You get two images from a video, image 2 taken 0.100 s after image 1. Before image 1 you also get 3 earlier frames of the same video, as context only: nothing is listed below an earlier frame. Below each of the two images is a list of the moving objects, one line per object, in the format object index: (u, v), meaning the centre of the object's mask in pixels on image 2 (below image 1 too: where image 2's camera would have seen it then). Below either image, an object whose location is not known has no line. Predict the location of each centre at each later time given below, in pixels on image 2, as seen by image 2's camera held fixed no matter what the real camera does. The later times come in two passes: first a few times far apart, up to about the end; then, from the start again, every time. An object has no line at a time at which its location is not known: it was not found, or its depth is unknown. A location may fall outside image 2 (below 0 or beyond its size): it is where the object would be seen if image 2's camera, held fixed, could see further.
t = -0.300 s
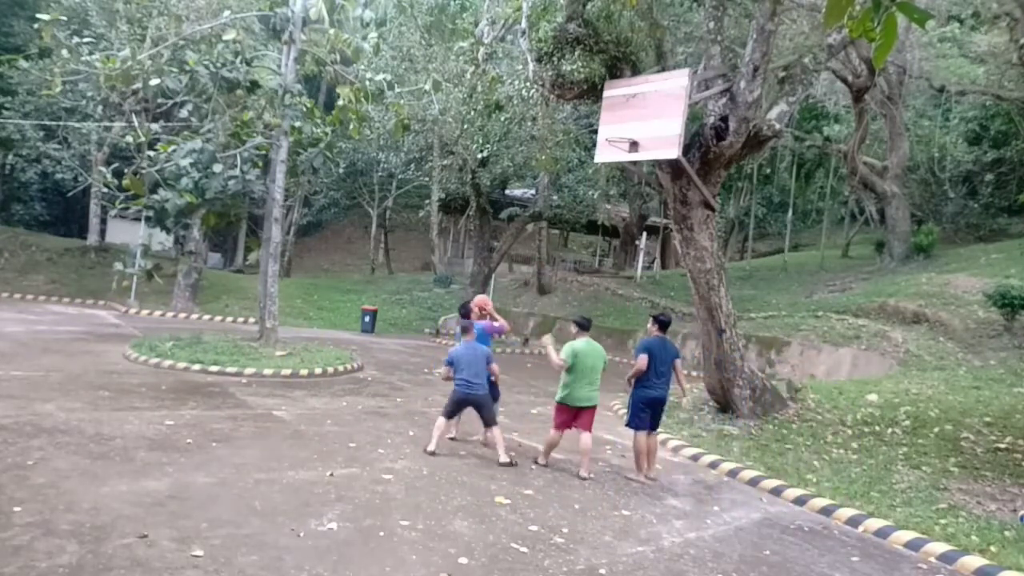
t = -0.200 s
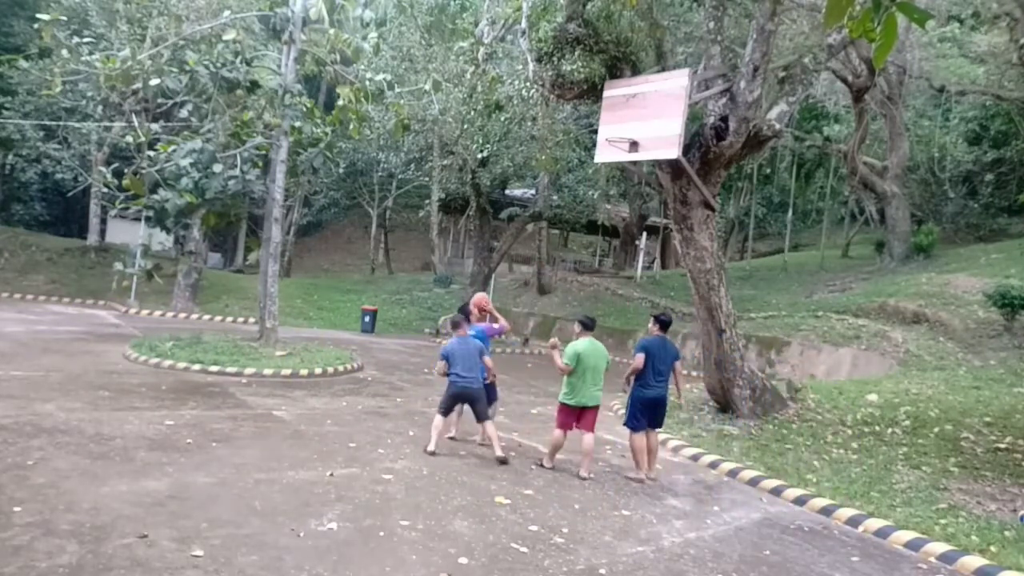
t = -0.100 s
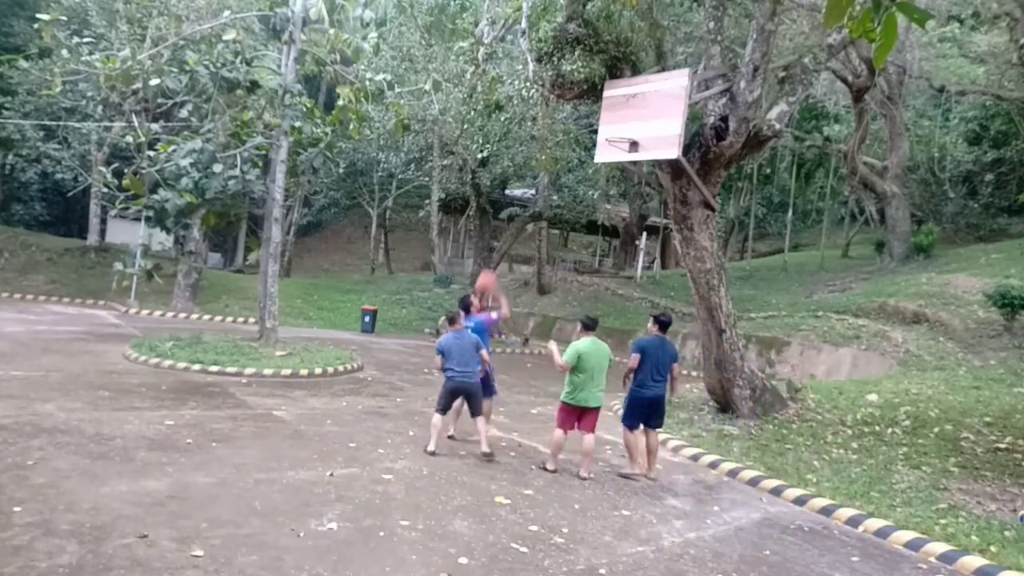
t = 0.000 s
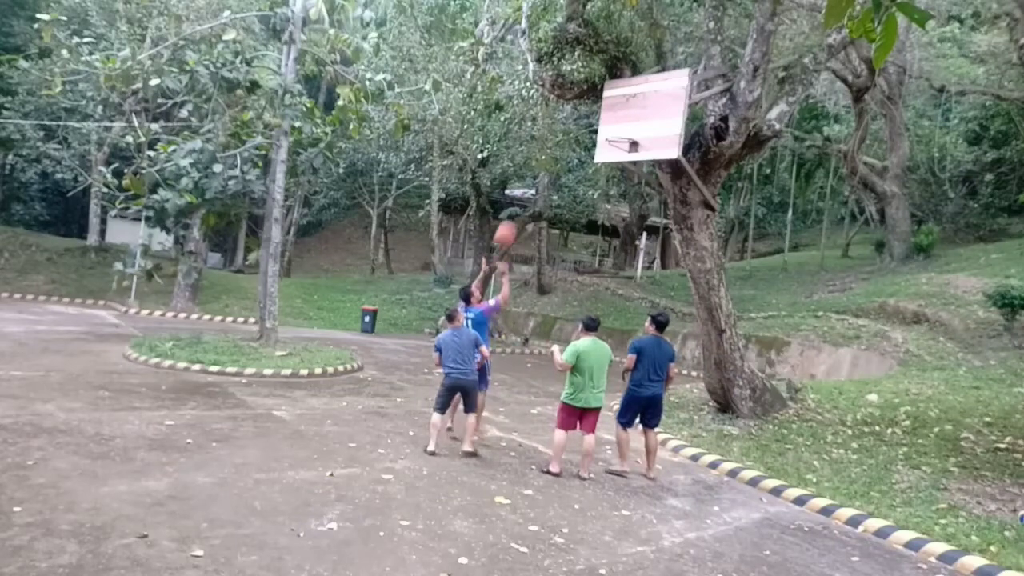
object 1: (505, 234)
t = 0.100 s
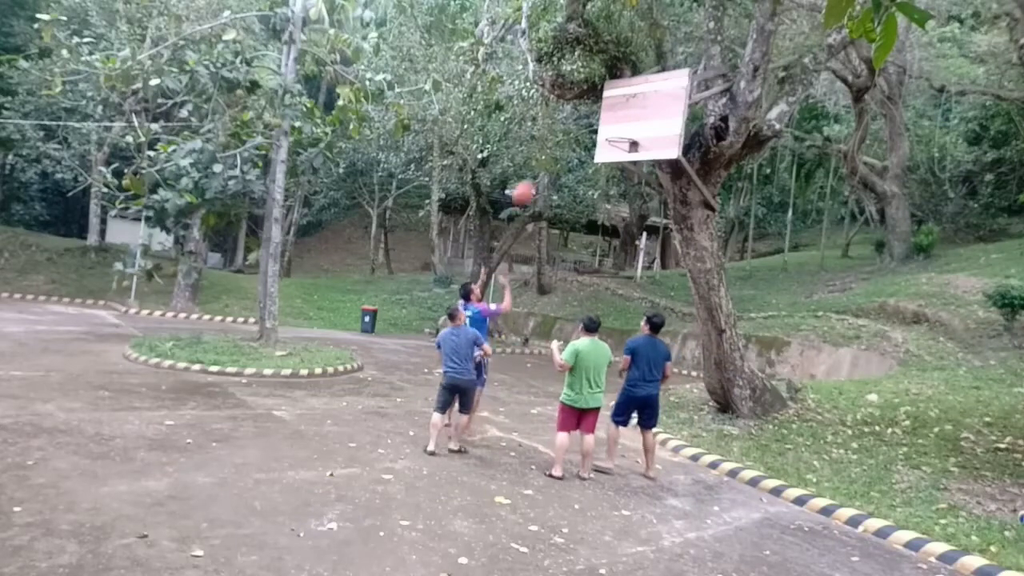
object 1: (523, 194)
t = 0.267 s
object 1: (552, 144)
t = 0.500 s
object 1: (587, 116)
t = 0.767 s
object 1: (620, 128)
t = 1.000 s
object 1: (632, 128)
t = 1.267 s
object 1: (638, 133)
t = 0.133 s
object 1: (529, 180)
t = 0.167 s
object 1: (535, 170)
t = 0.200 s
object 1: (542, 161)
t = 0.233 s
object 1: (547, 153)
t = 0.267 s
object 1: (552, 144)
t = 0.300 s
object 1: (558, 137)
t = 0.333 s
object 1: (564, 131)
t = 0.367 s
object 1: (569, 126)
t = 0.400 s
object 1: (573, 123)
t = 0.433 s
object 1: (578, 119)
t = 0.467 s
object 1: (583, 117)
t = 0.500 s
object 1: (587, 116)
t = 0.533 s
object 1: (592, 114)
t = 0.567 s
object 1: (597, 115)
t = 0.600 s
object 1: (601, 116)
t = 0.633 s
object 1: (605, 119)
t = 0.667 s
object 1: (610, 122)
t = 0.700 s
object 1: (614, 126)
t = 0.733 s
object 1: (618, 131)
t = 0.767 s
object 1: (620, 128)
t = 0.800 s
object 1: (622, 126)
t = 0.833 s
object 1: (624, 125)
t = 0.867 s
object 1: (626, 124)
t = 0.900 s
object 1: (627, 124)
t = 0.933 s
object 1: (629, 126)
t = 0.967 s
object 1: (631, 128)
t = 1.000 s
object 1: (632, 128)
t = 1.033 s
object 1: (633, 125)
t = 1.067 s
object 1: (634, 123)
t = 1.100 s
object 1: (635, 122)
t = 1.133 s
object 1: (636, 122)
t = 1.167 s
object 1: (637, 123)
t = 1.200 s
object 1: (637, 125)
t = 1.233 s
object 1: (637, 128)
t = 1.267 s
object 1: (638, 133)
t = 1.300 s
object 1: (637, 138)
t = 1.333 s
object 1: (638, 145)
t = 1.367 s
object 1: (638, 151)
